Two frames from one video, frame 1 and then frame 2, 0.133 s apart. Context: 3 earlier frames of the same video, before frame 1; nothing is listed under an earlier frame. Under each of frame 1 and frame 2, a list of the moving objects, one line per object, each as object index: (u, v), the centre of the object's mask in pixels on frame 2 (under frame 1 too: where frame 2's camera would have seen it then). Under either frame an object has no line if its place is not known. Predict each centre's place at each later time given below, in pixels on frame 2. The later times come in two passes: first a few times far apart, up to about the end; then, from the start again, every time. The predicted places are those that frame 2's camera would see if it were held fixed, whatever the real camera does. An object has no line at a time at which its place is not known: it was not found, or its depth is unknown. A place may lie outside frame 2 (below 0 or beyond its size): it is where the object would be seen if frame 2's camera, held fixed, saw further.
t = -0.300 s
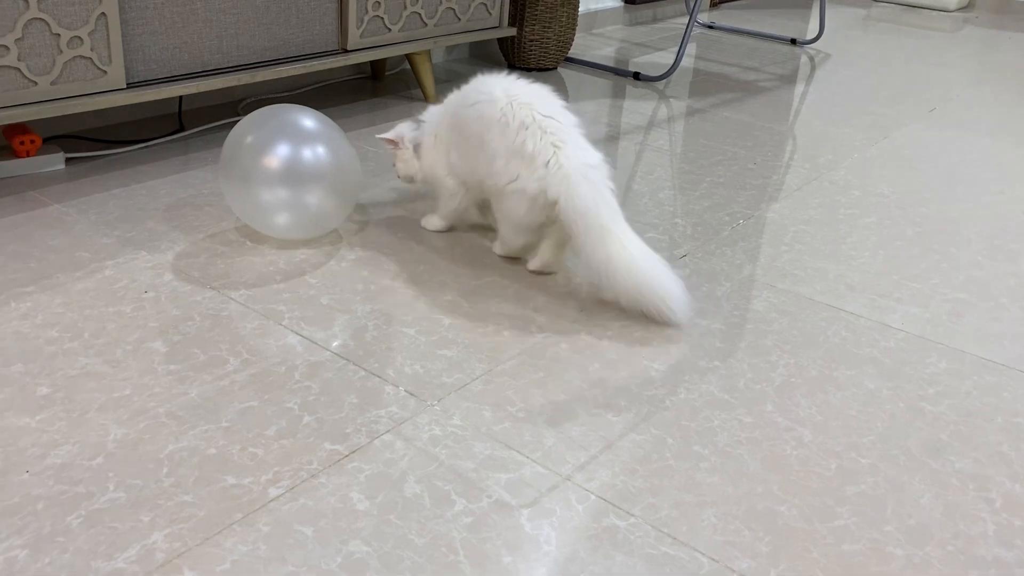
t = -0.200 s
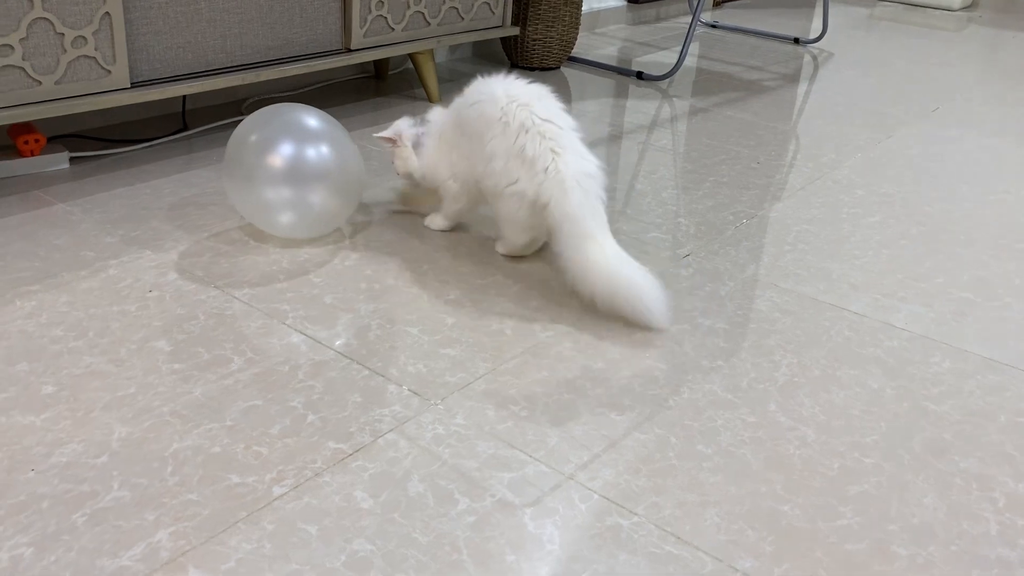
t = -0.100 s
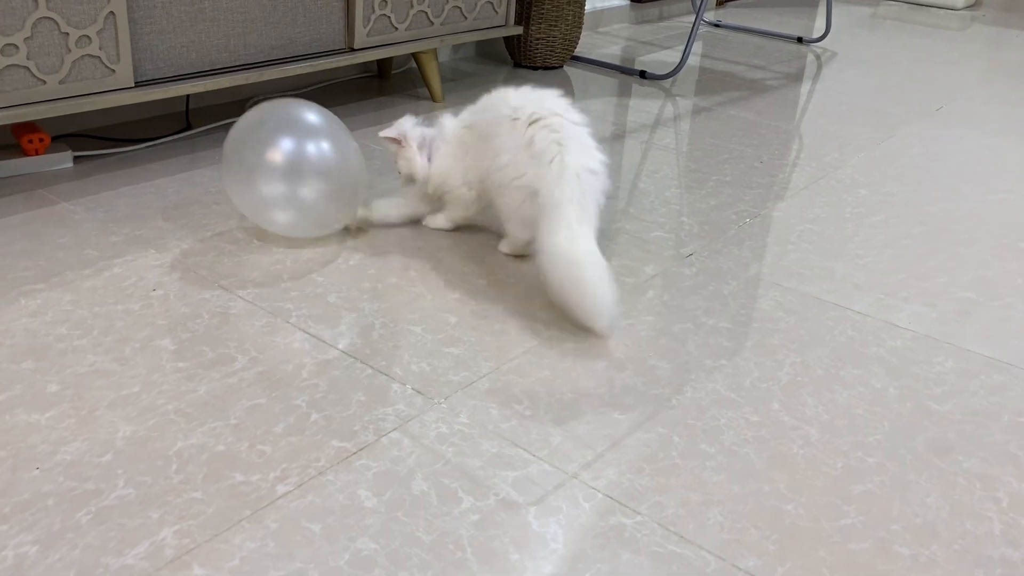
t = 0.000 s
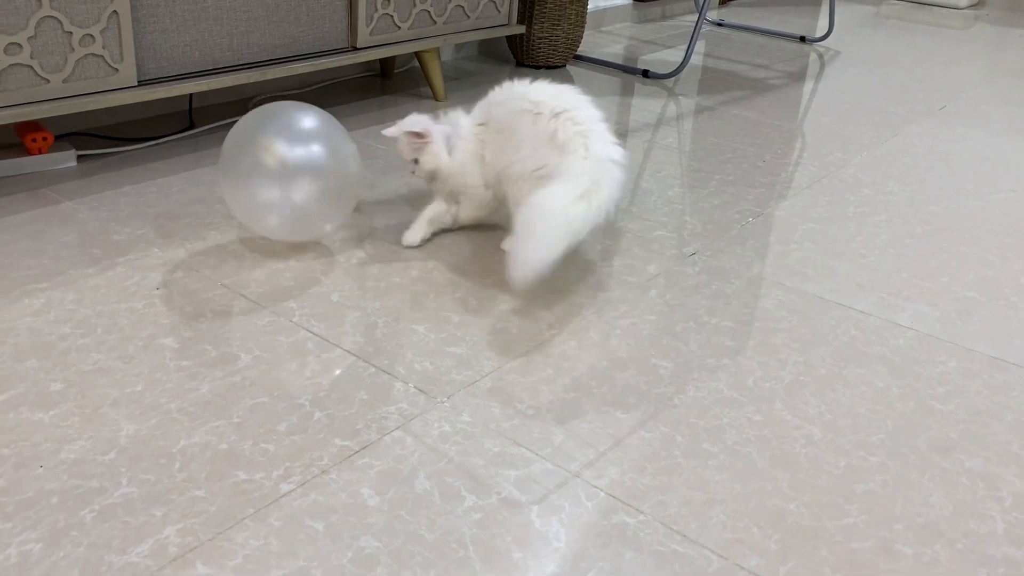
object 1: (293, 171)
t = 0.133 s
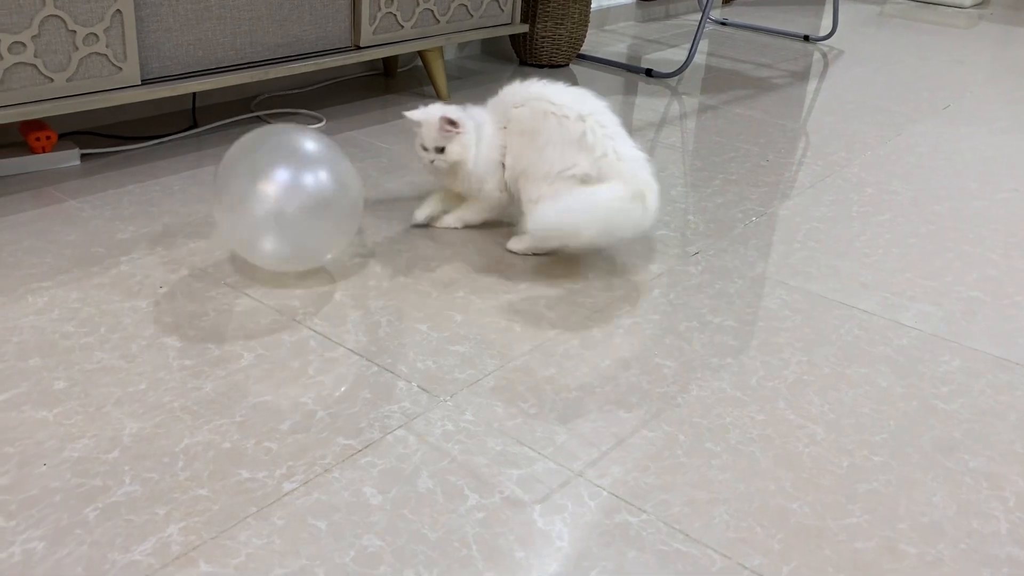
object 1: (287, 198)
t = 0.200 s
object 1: (279, 210)
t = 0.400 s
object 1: (271, 207)
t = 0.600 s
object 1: (263, 235)
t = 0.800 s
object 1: (240, 266)
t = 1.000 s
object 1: (213, 278)
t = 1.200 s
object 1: (201, 291)
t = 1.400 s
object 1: (195, 309)
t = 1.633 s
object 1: (211, 334)
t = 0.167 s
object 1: (283, 205)
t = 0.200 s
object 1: (279, 210)
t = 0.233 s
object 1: (276, 206)
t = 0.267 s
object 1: (274, 203)
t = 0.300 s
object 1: (273, 201)
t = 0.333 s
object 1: (271, 201)
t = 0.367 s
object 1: (271, 202)
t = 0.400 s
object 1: (271, 207)
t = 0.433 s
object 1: (272, 214)
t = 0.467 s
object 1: (273, 222)
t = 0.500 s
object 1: (273, 232)
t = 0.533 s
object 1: (271, 238)
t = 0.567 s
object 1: (266, 236)
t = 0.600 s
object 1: (263, 235)
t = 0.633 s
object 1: (260, 236)
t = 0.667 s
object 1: (258, 238)
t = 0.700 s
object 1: (254, 243)
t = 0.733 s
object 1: (250, 250)
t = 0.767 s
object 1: (245, 259)
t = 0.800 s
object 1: (240, 266)
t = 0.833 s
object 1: (234, 264)
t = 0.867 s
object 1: (228, 264)
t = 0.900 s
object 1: (223, 264)
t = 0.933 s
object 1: (219, 267)
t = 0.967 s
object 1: (216, 272)
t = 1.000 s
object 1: (213, 278)
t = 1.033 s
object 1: (210, 285)
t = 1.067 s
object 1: (208, 286)
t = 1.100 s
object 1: (206, 284)
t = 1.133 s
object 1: (205, 284)
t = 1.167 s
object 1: (203, 286)
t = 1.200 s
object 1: (201, 291)
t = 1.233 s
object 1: (200, 297)
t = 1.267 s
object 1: (199, 305)
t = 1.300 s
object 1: (198, 304)
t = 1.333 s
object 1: (197, 304)
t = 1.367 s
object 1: (196, 305)
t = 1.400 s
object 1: (195, 309)
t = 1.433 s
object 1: (196, 314)
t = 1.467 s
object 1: (196, 319)
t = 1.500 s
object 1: (199, 321)
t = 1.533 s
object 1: (201, 325)
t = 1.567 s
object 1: (204, 331)
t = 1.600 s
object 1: (207, 334)
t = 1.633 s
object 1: (211, 334)
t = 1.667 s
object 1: (215, 337)
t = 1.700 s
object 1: (219, 341)
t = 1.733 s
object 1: (222, 344)
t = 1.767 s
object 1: (225, 347)
